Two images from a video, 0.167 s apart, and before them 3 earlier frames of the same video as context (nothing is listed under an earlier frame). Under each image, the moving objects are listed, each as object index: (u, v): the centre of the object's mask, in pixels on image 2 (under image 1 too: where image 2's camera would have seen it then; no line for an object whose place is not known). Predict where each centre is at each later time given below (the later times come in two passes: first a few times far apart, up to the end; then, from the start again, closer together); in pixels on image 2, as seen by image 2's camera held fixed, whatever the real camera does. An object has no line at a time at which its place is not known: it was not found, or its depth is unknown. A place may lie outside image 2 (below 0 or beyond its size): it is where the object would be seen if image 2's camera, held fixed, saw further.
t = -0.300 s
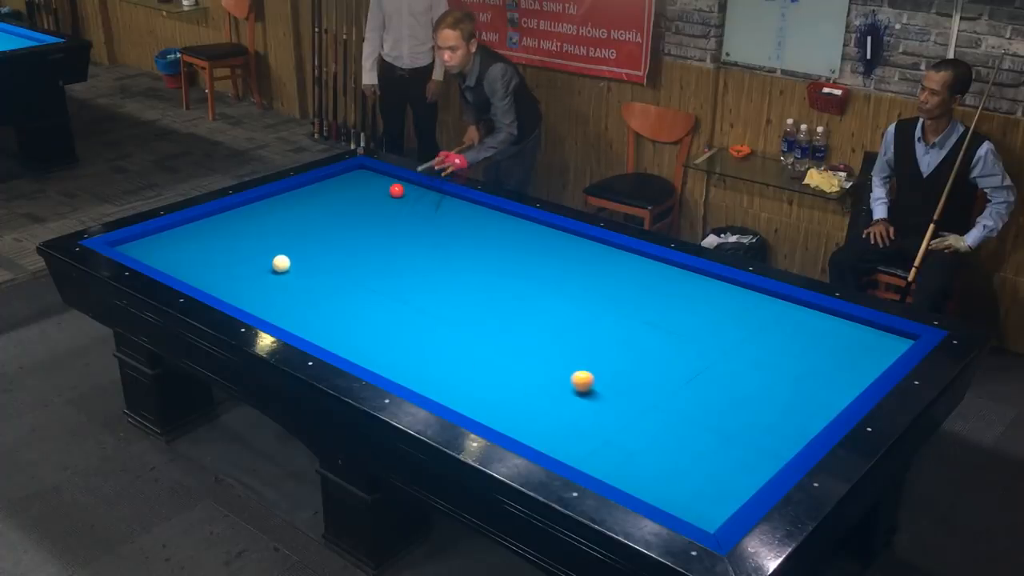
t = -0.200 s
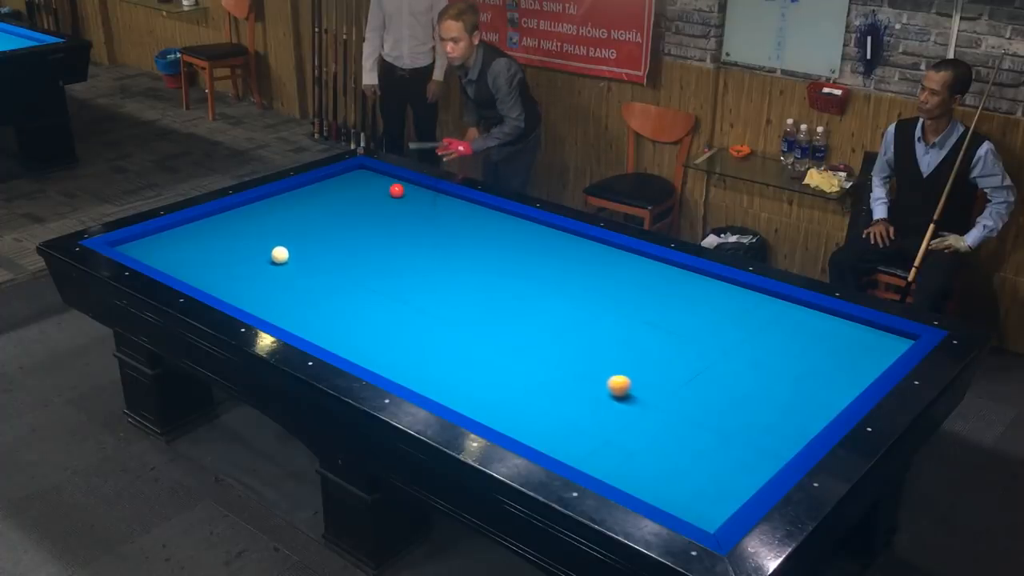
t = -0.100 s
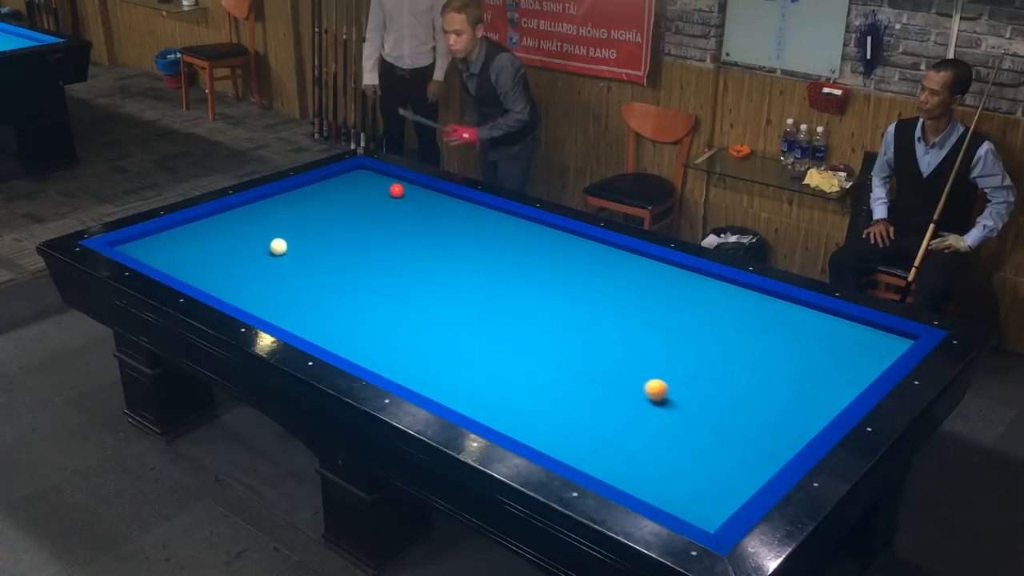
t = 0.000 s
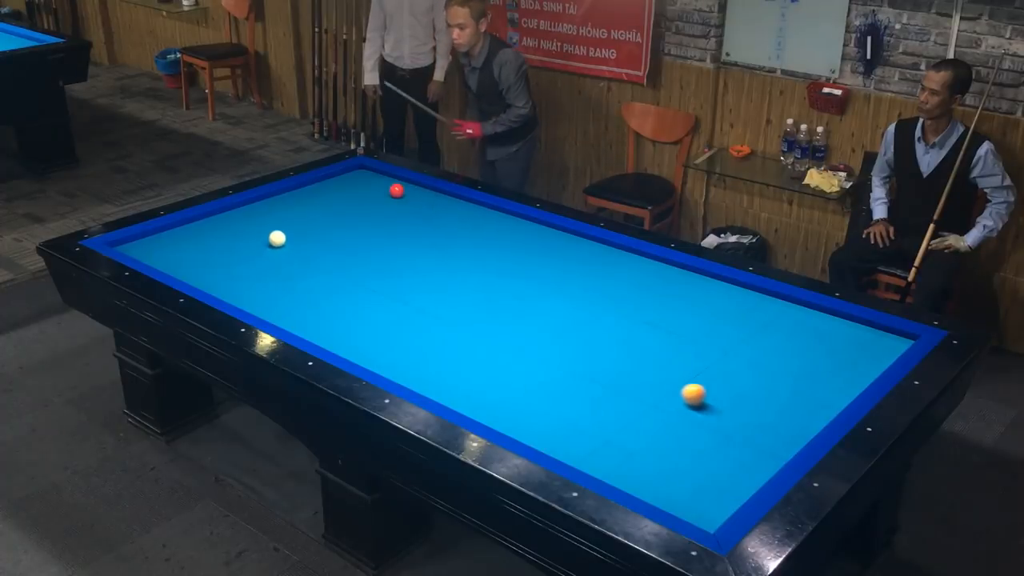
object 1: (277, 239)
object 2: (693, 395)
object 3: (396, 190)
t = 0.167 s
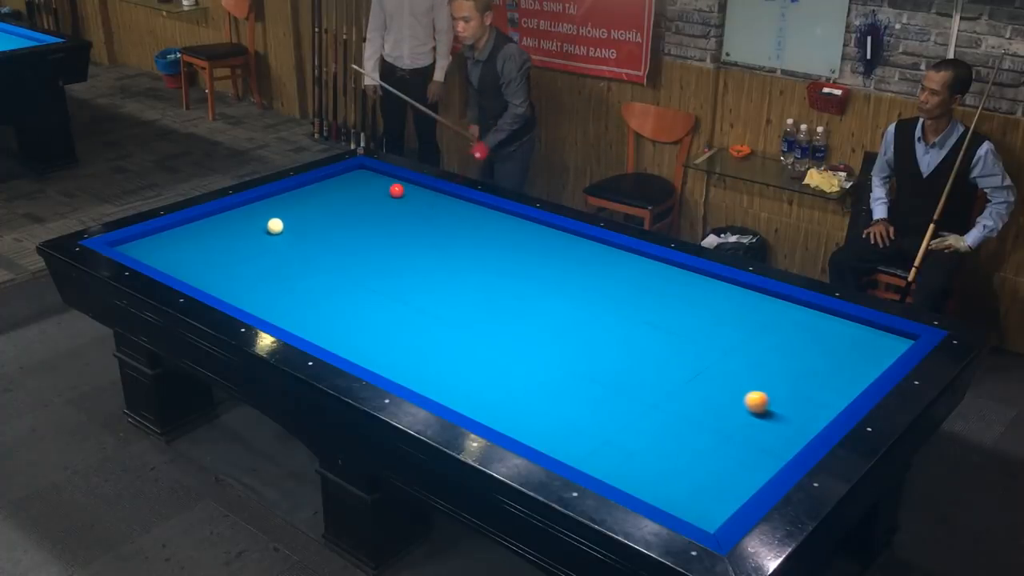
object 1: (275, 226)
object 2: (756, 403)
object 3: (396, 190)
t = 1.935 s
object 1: (406, 181)
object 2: (664, 286)
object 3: (428, 193)
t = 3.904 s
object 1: (395, 200)
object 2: (391, 273)
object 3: (483, 214)
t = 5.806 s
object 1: (393, 204)
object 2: (192, 263)
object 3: (505, 225)
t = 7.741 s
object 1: (393, 204)
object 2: (141, 237)
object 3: (506, 225)
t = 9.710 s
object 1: (393, 204)
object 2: (159, 237)
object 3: (506, 225)
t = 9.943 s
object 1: (393, 204)
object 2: (159, 237)
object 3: (506, 225)
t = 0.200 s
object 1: (274, 224)
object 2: (769, 404)
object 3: (396, 190)
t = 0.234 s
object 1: (274, 221)
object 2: (782, 405)
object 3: (396, 190)
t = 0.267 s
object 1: (274, 219)
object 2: (794, 407)
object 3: (396, 190)
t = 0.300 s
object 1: (273, 217)
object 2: (807, 408)
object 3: (396, 190)
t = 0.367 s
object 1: (273, 212)
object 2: (828, 409)
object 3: (396, 190)
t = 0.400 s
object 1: (272, 210)
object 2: (824, 404)
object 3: (396, 190)
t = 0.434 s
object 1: (272, 208)
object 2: (820, 399)
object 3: (396, 190)
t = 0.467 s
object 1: (271, 206)
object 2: (817, 394)
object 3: (396, 190)
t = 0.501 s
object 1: (271, 204)
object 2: (814, 389)
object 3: (396, 190)
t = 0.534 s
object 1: (271, 201)
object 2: (811, 385)
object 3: (396, 190)
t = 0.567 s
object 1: (271, 199)
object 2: (809, 380)
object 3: (396, 190)
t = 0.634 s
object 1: (271, 195)
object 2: (804, 371)
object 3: (396, 190)
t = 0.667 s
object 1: (276, 195)
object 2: (801, 367)
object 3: (396, 190)
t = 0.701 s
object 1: (281, 195)
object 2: (799, 363)
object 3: (396, 190)
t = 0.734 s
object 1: (286, 195)
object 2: (796, 359)
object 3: (396, 190)
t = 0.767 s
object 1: (290, 194)
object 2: (793, 355)
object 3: (396, 190)
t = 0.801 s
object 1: (295, 194)
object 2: (791, 350)
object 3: (396, 190)
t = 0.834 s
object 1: (299, 194)
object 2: (789, 347)
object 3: (396, 190)
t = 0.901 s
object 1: (309, 193)
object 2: (784, 339)
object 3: (396, 190)
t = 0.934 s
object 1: (313, 193)
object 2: (782, 335)
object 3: (396, 190)
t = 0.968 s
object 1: (318, 193)
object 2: (780, 332)
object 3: (396, 190)
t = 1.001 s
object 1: (322, 192)
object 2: (778, 328)
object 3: (396, 190)
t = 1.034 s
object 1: (327, 192)
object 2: (776, 324)
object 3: (396, 190)
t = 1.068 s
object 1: (331, 192)
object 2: (773, 321)
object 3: (396, 190)
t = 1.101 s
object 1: (336, 192)
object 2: (771, 317)
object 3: (396, 190)
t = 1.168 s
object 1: (345, 191)
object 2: (768, 311)
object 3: (396, 190)
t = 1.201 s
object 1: (349, 191)
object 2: (765, 307)
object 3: (396, 190)
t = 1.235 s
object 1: (353, 190)
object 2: (764, 304)
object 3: (396, 190)
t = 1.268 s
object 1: (358, 190)
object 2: (762, 301)
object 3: (396, 190)
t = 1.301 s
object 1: (362, 190)
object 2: (760, 298)
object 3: (396, 190)
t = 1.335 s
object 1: (366, 190)
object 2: (758, 295)
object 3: (396, 190)
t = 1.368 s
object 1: (371, 189)
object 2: (757, 292)
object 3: (397, 190)
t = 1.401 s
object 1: (375, 189)
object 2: (752, 290)
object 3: (396, 190)
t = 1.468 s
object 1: (383, 188)
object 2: (740, 290)
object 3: (397, 190)
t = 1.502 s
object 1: (384, 188)
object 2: (734, 290)
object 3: (399, 190)
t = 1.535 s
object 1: (386, 187)
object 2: (729, 290)
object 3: (402, 191)
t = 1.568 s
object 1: (388, 187)
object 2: (723, 289)
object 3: (404, 191)
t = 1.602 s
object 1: (390, 186)
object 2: (718, 289)
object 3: (406, 191)
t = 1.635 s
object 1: (391, 186)
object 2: (712, 289)
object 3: (408, 192)
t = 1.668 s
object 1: (393, 185)
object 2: (707, 288)
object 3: (410, 192)
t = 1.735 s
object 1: (396, 184)
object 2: (696, 288)
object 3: (415, 192)
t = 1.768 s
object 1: (398, 184)
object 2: (691, 288)
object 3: (417, 192)
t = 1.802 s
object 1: (400, 183)
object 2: (686, 288)
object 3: (419, 193)
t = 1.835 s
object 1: (401, 183)
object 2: (680, 287)
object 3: (421, 193)
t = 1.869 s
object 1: (403, 182)
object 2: (675, 287)
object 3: (424, 193)
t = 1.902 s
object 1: (404, 182)
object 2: (669, 287)
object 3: (425, 193)
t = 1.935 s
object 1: (406, 181)
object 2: (664, 286)
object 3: (428, 193)
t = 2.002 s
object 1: (406, 182)
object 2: (654, 286)
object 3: (432, 194)
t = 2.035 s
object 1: (405, 182)
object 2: (648, 286)
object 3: (434, 194)
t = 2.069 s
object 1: (405, 183)
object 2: (643, 285)
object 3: (436, 194)
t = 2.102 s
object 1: (405, 183)
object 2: (638, 285)
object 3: (438, 194)
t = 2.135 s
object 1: (405, 184)
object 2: (633, 285)
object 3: (440, 195)
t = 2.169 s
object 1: (404, 184)
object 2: (628, 285)
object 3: (442, 195)
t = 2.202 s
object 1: (404, 185)
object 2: (622, 284)
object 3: (444, 195)
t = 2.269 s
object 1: (404, 185)
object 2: (612, 284)
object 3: (448, 196)
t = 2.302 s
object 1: (403, 186)
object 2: (607, 283)
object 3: (450, 196)
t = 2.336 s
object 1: (403, 186)
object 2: (603, 283)
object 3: (452, 196)
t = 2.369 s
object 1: (402, 186)
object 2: (598, 283)
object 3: (454, 196)
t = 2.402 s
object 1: (402, 187)
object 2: (593, 283)
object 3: (455, 196)
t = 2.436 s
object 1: (402, 187)
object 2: (587, 283)
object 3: (455, 197)
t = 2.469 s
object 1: (402, 188)
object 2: (583, 282)
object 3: (456, 197)
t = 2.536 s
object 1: (401, 188)
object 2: (573, 282)
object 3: (458, 198)
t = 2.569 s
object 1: (401, 189)
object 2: (568, 282)
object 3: (459, 199)
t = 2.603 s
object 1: (401, 189)
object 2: (563, 281)
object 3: (459, 199)
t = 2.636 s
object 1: (401, 189)
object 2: (558, 281)
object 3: (460, 200)
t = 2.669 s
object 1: (400, 190)
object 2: (553, 281)
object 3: (460, 200)
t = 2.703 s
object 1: (400, 190)
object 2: (549, 280)
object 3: (461, 200)
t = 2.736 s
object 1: (400, 190)
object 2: (544, 280)
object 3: (462, 201)
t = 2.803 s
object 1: (400, 191)
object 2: (534, 280)
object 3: (463, 202)
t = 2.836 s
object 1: (399, 191)
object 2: (530, 280)
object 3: (464, 202)
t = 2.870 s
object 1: (399, 192)
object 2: (525, 279)
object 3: (465, 203)
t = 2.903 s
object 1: (399, 192)
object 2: (521, 279)
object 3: (465, 203)
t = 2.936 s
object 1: (399, 192)
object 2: (516, 279)
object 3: (466, 203)
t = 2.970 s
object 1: (398, 193)
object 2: (511, 279)
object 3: (467, 204)
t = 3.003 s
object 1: (398, 193)
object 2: (507, 279)
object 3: (467, 204)
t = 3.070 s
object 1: (398, 194)
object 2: (498, 278)
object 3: (469, 205)
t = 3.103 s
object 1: (398, 194)
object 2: (493, 278)
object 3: (469, 205)
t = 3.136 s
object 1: (398, 194)
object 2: (489, 278)
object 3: (470, 206)
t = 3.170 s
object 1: (398, 195)
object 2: (484, 278)
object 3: (471, 206)
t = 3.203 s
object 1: (397, 195)
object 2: (480, 277)
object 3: (471, 207)
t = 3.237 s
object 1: (397, 195)
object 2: (475, 277)
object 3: (472, 207)
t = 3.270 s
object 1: (397, 196)
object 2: (471, 277)
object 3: (473, 207)
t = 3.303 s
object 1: (397, 196)
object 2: (467, 277)
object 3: (473, 208)
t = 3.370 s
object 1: (397, 196)
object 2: (458, 276)
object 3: (474, 208)
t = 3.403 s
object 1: (397, 197)
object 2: (453, 276)
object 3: (475, 209)
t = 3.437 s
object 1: (397, 197)
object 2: (449, 276)
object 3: (476, 209)
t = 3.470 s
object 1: (396, 197)
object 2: (445, 275)
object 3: (476, 210)
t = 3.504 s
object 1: (396, 197)
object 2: (441, 275)
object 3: (477, 210)
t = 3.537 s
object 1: (396, 198)
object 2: (437, 275)
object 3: (477, 210)
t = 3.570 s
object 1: (396, 198)
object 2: (432, 275)
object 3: (478, 210)
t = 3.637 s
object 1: (396, 198)
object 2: (424, 274)
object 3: (479, 211)
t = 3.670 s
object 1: (396, 199)
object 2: (420, 274)
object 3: (480, 212)
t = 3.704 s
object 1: (396, 199)
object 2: (416, 274)
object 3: (480, 212)
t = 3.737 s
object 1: (395, 199)
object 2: (411, 274)
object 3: (481, 212)
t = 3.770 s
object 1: (395, 199)
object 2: (407, 274)
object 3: (481, 213)
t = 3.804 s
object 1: (395, 200)
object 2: (403, 274)
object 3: (482, 213)
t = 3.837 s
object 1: (395, 200)
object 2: (399, 273)
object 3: (482, 213)
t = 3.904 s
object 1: (395, 200)
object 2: (391, 273)
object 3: (483, 214)
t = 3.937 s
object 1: (395, 200)
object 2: (387, 272)
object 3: (484, 214)
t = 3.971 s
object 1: (395, 201)
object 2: (383, 272)
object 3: (484, 215)
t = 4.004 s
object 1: (395, 201)
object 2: (379, 272)
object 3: (485, 215)
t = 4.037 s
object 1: (395, 201)
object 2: (375, 272)
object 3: (486, 215)
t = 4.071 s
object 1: (394, 201)
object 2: (371, 272)
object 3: (486, 216)
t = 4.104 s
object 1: (394, 201)
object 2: (367, 272)
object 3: (486, 216)
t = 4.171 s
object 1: (394, 202)
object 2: (359, 271)
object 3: (487, 216)
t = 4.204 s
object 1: (394, 202)
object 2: (356, 271)
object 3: (488, 216)
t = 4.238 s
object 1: (394, 202)
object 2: (352, 271)
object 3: (489, 217)
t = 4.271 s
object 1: (394, 202)
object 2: (348, 271)
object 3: (489, 217)
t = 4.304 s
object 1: (394, 202)
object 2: (344, 271)
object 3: (490, 218)
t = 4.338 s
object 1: (394, 202)
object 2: (340, 270)
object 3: (490, 218)
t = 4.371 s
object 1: (394, 202)
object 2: (337, 270)
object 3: (491, 218)
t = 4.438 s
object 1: (394, 203)
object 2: (329, 270)
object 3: (492, 219)
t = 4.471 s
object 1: (394, 203)
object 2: (326, 269)
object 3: (492, 219)
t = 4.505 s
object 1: (394, 203)
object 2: (322, 269)
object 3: (493, 219)
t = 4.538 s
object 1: (393, 203)
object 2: (318, 269)
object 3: (493, 219)
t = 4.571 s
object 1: (393, 203)
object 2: (314, 269)
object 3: (494, 219)
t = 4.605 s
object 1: (393, 203)
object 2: (311, 269)
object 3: (494, 220)
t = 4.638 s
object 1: (393, 203)
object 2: (307, 269)
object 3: (494, 220)
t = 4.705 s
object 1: (393, 203)
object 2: (300, 269)
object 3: (495, 220)
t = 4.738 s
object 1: (393, 203)
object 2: (296, 268)
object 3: (496, 221)
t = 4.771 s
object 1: (393, 203)
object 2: (293, 268)
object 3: (496, 221)
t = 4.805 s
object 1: (393, 204)
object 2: (290, 268)
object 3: (496, 221)
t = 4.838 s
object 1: (393, 204)
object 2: (286, 268)
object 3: (497, 221)
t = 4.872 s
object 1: (393, 204)
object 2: (283, 268)
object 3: (497, 221)
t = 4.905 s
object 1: (393, 204)
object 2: (279, 268)
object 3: (497, 221)
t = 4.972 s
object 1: (393, 204)
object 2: (272, 267)
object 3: (498, 222)
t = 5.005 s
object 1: (393, 204)
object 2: (269, 267)
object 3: (499, 222)
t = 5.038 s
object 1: (393, 204)
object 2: (265, 267)
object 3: (499, 222)
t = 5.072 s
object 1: (393, 204)
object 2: (262, 267)
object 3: (499, 222)
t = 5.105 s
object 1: (393, 204)
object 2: (258, 267)
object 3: (500, 223)
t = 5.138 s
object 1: (393, 204)
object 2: (255, 267)
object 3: (500, 223)
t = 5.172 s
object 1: (393, 204)
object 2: (252, 267)
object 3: (500, 223)
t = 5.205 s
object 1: (393, 204)
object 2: (249, 266)
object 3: (500, 223)
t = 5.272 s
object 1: (393, 204)
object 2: (242, 266)
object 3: (501, 223)
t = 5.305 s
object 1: (393, 204)
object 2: (239, 266)
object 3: (501, 223)
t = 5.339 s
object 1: (393, 204)
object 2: (235, 266)
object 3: (502, 224)
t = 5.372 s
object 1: (393, 204)
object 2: (232, 266)
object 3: (502, 224)
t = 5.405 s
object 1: (393, 204)
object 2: (229, 265)
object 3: (502, 224)
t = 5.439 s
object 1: (393, 204)
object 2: (226, 265)
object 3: (503, 224)
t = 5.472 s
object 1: (393, 204)
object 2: (223, 265)
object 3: (503, 224)
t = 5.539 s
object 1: (393, 204)
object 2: (217, 265)
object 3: (503, 224)
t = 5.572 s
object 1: (393, 204)
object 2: (213, 265)
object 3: (504, 224)
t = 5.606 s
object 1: (393, 204)
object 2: (210, 264)
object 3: (504, 224)
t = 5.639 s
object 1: (393, 204)
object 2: (207, 264)
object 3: (504, 224)
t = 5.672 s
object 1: (393, 204)
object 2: (204, 264)
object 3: (504, 224)
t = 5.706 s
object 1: (393, 204)
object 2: (201, 264)
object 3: (505, 224)
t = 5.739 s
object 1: (393, 204)
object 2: (198, 264)
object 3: (505, 224)
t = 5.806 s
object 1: (393, 204)
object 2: (192, 263)
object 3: (505, 225)
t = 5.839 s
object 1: (393, 204)
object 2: (189, 263)
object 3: (505, 225)
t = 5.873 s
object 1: (393, 204)
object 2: (186, 263)
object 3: (505, 225)
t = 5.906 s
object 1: (393, 204)
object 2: (183, 263)
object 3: (505, 225)
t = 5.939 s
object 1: (393, 204)
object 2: (180, 263)
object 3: (506, 225)
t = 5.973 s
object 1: (393, 204)
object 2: (177, 263)
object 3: (506, 225)
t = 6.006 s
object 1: (393, 204)
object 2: (175, 262)
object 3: (506, 225)
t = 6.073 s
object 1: (393, 204)
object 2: (169, 262)
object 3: (506, 225)
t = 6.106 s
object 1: (393, 204)
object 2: (166, 262)
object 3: (506, 225)
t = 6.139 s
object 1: (393, 204)
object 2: (163, 262)
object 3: (506, 225)
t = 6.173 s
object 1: (393, 204)
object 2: (161, 261)
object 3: (506, 225)
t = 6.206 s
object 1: (393, 204)
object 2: (158, 261)
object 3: (506, 225)
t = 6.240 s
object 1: (393, 204)
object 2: (155, 260)
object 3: (506, 225)
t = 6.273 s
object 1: (393, 204)
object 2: (153, 260)
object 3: (506, 225)
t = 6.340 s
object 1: (393, 204)
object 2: (148, 259)
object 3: (506, 225)
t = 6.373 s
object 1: (393, 204)
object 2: (148, 258)
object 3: (506, 225)
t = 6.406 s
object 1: (393, 204)
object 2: (148, 258)
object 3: (506, 225)
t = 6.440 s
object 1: (393, 204)
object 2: (148, 257)
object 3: (506, 225)
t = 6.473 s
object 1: (393, 204)
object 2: (147, 257)
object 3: (506, 225)
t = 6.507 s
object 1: (393, 204)
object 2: (147, 256)
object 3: (506, 225)
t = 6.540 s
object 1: (393, 204)
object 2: (147, 256)
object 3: (506, 225)
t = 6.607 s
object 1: (393, 204)
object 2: (146, 254)
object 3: (506, 225)
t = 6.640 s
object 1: (393, 204)
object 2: (146, 254)
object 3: (506, 225)
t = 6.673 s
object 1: (393, 204)
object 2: (146, 254)
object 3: (506, 225)
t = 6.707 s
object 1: (393, 204)
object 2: (146, 253)
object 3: (506, 225)
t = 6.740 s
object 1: (393, 204)
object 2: (145, 252)
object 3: (506, 225)
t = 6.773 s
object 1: (393, 204)
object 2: (145, 252)
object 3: (506, 225)
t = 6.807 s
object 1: (393, 204)
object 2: (145, 252)
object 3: (506, 225)
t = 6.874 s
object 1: (393, 204)
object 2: (145, 250)
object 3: (506, 225)
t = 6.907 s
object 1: (393, 204)
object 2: (144, 250)
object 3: (506, 225)
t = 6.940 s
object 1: (393, 204)
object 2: (144, 249)
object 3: (506, 225)
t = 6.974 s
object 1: (393, 204)
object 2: (144, 249)
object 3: (506, 225)
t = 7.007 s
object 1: (393, 204)
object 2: (144, 248)
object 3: (506, 225)
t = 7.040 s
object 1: (393, 204)
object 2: (144, 248)
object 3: (506, 225)
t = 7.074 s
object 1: (393, 204)
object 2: (144, 247)
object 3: (506, 225)
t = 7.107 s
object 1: (393, 204)
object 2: (144, 247)
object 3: (506, 225)
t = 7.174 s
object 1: (393, 204)
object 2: (143, 246)
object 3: (506, 225)
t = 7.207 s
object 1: (393, 204)
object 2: (143, 245)
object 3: (506, 225)
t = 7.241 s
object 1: (393, 204)
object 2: (143, 244)
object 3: (506, 225)
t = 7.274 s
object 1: (393, 204)
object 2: (143, 244)
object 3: (506, 225)
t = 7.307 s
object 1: (393, 204)
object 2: (143, 243)
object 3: (506, 225)
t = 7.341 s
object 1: (393, 204)
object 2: (142, 243)
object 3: (506, 225)
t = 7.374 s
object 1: (393, 204)
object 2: (142, 242)
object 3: (506, 225)
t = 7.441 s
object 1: (393, 204)
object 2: (142, 241)
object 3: (506, 225)
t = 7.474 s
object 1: (393, 204)
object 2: (142, 241)
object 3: (506, 225)
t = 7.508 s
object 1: (393, 204)
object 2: (142, 240)
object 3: (506, 225)
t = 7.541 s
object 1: (393, 204)
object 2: (142, 240)
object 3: (506, 225)
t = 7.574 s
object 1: (393, 204)
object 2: (142, 239)
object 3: (506, 225)
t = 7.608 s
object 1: (393, 204)
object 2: (142, 239)
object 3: (506, 225)
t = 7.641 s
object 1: (393, 204)
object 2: (141, 238)
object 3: (506, 225)
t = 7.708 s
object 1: (393, 204)
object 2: (141, 237)
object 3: (506, 225)
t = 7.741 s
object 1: (393, 204)
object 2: (141, 237)
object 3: (506, 225)
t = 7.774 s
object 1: (393, 204)
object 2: (141, 236)
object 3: (506, 225)
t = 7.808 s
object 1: (393, 204)
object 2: (141, 236)
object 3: (506, 225)
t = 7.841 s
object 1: (393, 204)
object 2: (142, 236)
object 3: (506, 225)
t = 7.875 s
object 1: (393, 204)
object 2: (143, 236)
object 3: (506, 225)
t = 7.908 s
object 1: (393, 204)
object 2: (143, 236)
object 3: (506, 225)
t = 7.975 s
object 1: (393, 204)
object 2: (145, 236)
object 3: (506, 225)
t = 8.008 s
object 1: (393, 204)
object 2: (145, 236)
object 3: (506, 225)
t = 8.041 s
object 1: (393, 204)
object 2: (146, 236)
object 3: (506, 225)
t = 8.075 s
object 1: (393, 204)
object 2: (146, 236)
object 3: (506, 225)
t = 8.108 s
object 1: (393, 204)
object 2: (147, 236)
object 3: (506, 225)
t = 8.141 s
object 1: (393, 204)
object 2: (148, 236)
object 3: (506, 225)
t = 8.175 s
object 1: (393, 204)
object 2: (148, 236)
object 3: (506, 225)
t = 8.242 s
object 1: (393, 204)
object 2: (149, 236)
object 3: (506, 225)
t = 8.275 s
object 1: (393, 204)
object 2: (150, 237)
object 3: (506, 225)
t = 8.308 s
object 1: (393, 204)
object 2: (150, 237)
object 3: (506, 225)
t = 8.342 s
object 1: (393, 204)
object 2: (151, 237)
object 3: (506, 225)
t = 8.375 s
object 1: (393, 204)
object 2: (151, 237)
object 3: (506, 225)
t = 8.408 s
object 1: (393, 204)
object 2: (152, 237)
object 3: (506, 225)
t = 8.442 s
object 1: (393, 204)
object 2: (152, 237)
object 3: (506, 225)
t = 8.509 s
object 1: (393, 204)
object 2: (153, 237)
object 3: (506, 225)
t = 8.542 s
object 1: (393, 204)
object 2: (153, 237)
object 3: (506, 225)
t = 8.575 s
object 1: (393, 204)
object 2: (154, 237)
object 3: (506, 225)
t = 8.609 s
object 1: (393, 204)
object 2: (154, 237)
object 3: (506, 225)
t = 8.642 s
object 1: (393, 204)
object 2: (154, 237)
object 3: (506, 225)
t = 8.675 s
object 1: (393, 204)
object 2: (155, 237)
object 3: (506, 225)
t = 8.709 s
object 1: (393, 204)
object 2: (155, 237)
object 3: (506, 225)
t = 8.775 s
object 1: (393, 204)
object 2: (156, 236)
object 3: (506, 225)
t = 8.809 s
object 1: (393, 204)
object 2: (156, 237)
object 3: (506, 225)
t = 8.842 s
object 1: (393, 204)
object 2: (157, 237)
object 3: (506, 225)
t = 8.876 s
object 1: (393, 204)
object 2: (157, 237)
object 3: (506, 225)
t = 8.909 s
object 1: (393, 204)
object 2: (157, 237)
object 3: (506, 225)
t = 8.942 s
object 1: (393, 204)
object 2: (157, 237)
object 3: (506, 225)
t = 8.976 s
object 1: (393, 204)
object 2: (157, 237)
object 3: (506, 225)
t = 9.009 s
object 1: (393, 204)
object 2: (158, 237)
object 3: (506, 225)
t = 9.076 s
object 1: (393, 204)
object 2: (158, 237)
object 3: (506, 225)
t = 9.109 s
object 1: (393, 204)
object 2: (158, 237)
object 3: (506, 225)
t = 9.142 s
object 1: (393, 204)
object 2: (158, 237)
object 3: (506, 225)
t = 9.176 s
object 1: (393, 204)
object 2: (158, 237)
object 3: (506, 225)
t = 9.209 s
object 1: (393, 204)
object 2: (159, 237)
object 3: (506, 225)
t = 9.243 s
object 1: (393, 204)
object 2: (159, 237)
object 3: (506, 225)
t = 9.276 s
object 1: (393, 204)
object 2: (159, 237)
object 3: (506, 225)
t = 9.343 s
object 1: (393, 204)
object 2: (159, 237)
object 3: (506, 225)
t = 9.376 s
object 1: (393, 204)
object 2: (159, 237)
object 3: (506, 225)
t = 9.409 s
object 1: (393, 204)
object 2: (159, 237)
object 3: (506, 225)
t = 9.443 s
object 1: (393, 204)
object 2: (159, 237)
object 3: (506, 225)
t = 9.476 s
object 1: (393, 204)
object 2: (159, 237)
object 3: (506, 225)
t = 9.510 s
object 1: (393, 204)
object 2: (159, 237)
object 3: (506, 225)
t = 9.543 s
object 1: (393, 204)
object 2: (159, 237)
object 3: (506, 225)
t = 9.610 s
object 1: (393, 204)
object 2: (159, 237)
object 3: (506, 225)
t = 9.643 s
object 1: (393, 204)
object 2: (159, 237)
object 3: (506, 225)
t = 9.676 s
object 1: (393, 204)
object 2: (159, 237)
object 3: (506, 225)
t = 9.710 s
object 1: (393, 204)
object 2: (159, 237)
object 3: (506, 225)
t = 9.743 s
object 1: (393, 204)
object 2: (159, 237)
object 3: (506, 225)
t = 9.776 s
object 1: (393, 204)
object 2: (159, 237)
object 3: (506, 225)
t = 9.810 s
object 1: (393, 204)
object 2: (159, 237)
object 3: (506, 225)
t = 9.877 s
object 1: (393, 204)
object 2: (159, 237)
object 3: (506, 225)
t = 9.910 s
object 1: (393, 204)
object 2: (159, 237)
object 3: (506, 225)
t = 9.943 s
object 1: (393, 204)
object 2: (159, 237)
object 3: (506, 225)
